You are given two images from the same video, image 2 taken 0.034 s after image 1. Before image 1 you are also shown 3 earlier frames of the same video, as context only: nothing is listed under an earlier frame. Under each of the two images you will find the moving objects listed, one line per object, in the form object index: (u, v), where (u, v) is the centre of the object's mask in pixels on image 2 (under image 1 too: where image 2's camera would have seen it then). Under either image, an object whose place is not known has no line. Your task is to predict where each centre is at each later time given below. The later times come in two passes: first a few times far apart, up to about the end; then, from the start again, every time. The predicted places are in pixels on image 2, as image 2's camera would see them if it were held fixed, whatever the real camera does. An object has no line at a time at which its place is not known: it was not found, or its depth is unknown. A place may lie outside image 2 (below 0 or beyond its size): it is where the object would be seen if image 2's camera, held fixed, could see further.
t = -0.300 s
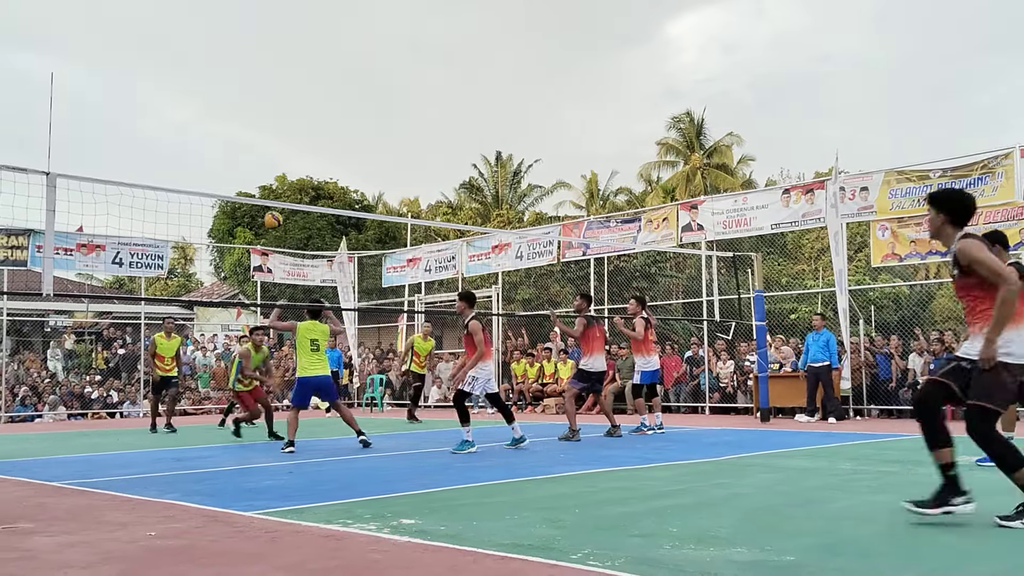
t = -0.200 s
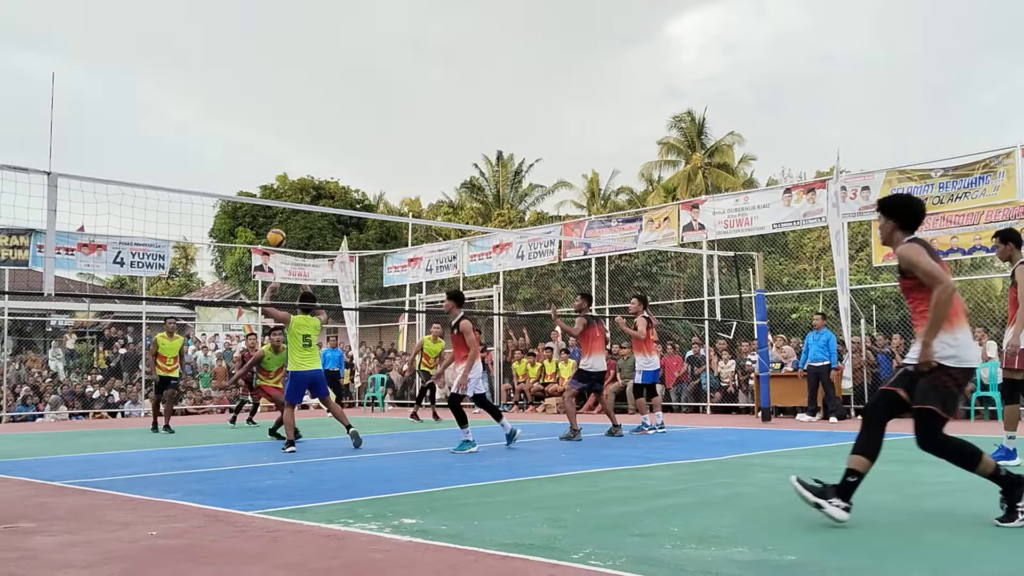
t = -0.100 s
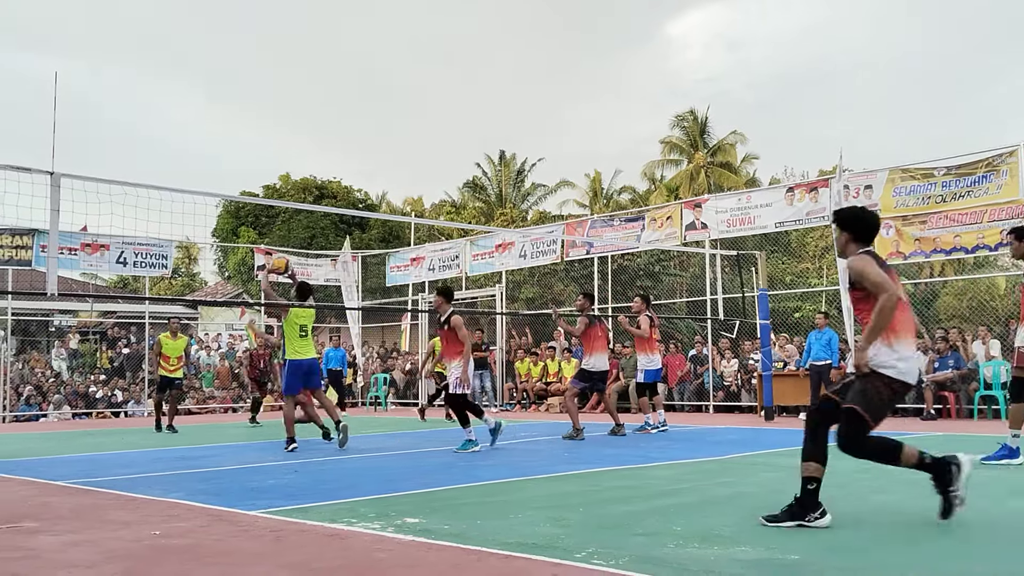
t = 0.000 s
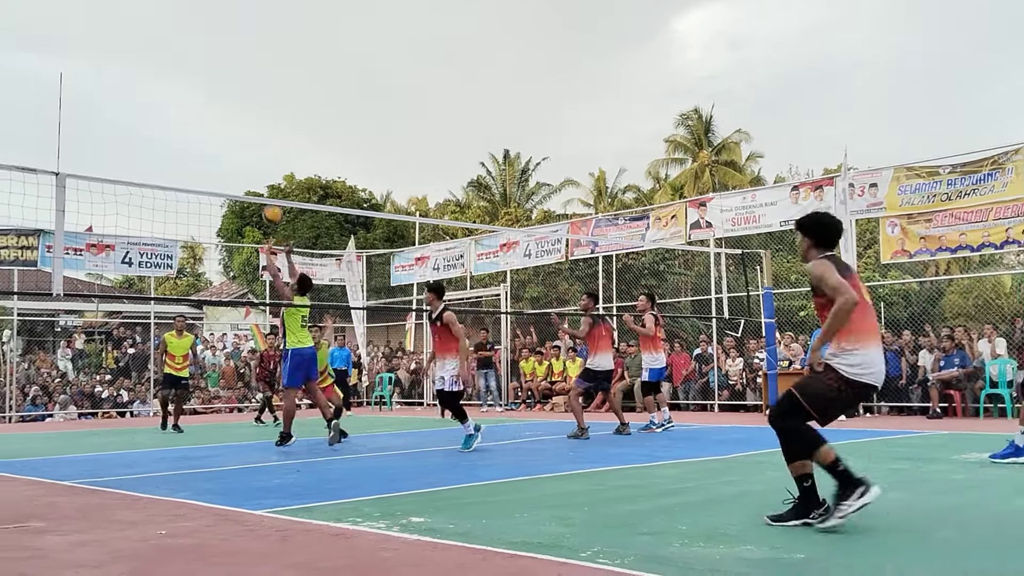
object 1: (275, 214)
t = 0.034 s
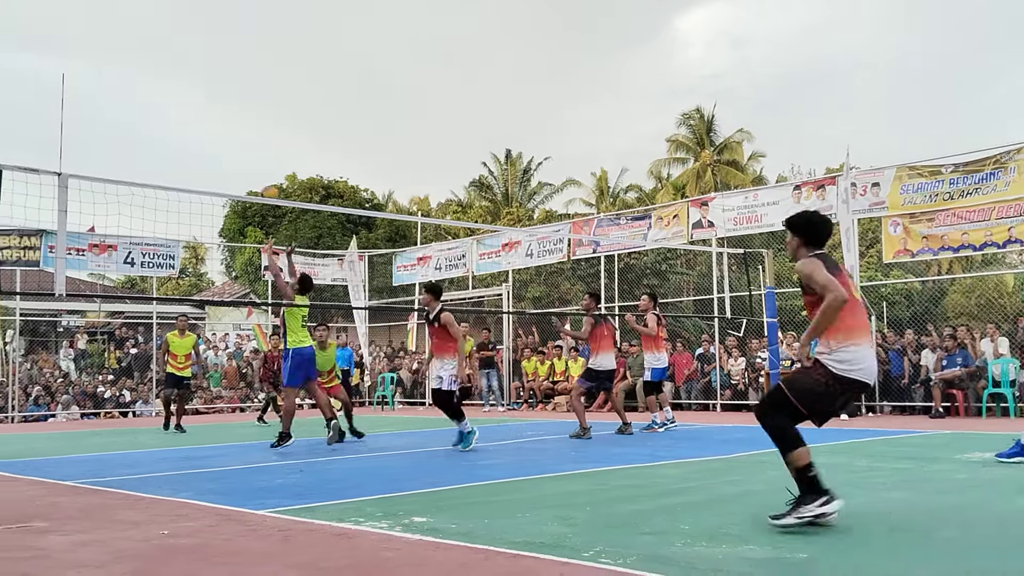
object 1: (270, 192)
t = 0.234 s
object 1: (232, 93)
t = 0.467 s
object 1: (190, 18)
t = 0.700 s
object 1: (146, -8)
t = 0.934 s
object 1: (100, 16)
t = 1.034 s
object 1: (80, 43)
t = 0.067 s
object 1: (263, 175)
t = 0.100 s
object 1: (257, 157)
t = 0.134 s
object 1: (250, 139)
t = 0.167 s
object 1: (245, 123)
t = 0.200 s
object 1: (238, 107)
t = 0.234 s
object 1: (232, 93)
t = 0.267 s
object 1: (226, 79)
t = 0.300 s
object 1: (220, 67)
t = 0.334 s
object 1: (214, 55)
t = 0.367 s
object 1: (208, 44)
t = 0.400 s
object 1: (202, 35)
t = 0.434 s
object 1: (196, 26)
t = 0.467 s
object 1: (190, 18)
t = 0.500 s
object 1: (184, 12)
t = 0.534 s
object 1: (177, 6)
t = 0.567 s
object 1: (171, 1)
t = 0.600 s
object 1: (165, -3)
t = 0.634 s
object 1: (159, -5)
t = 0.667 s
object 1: (152, -7)
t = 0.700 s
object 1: (146, -8)
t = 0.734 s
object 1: (139, -8)
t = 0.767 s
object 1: (133, -7)
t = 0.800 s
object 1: (127, -4)
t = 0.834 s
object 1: (120, -1)
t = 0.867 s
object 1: (113, 4)
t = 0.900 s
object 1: (107, 9)
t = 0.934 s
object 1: (100, 16)
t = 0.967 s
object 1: (93, 24)
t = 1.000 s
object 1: (87, 33)
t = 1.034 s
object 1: (80, 43)
